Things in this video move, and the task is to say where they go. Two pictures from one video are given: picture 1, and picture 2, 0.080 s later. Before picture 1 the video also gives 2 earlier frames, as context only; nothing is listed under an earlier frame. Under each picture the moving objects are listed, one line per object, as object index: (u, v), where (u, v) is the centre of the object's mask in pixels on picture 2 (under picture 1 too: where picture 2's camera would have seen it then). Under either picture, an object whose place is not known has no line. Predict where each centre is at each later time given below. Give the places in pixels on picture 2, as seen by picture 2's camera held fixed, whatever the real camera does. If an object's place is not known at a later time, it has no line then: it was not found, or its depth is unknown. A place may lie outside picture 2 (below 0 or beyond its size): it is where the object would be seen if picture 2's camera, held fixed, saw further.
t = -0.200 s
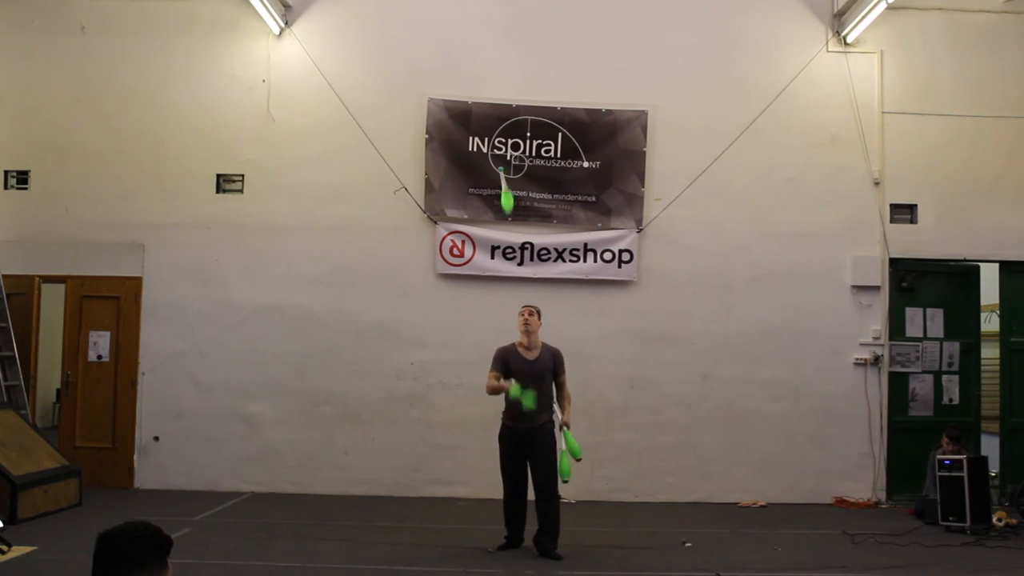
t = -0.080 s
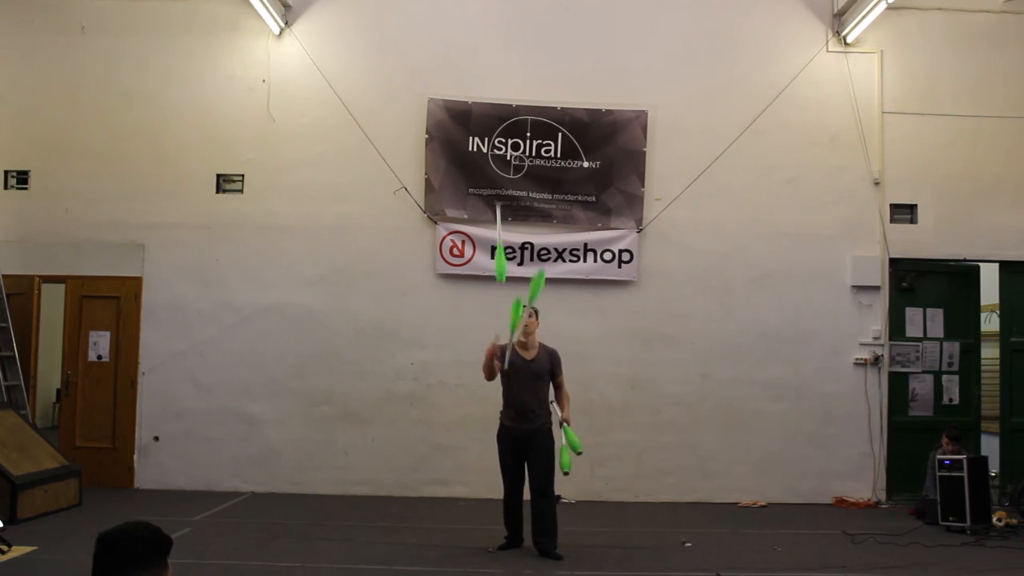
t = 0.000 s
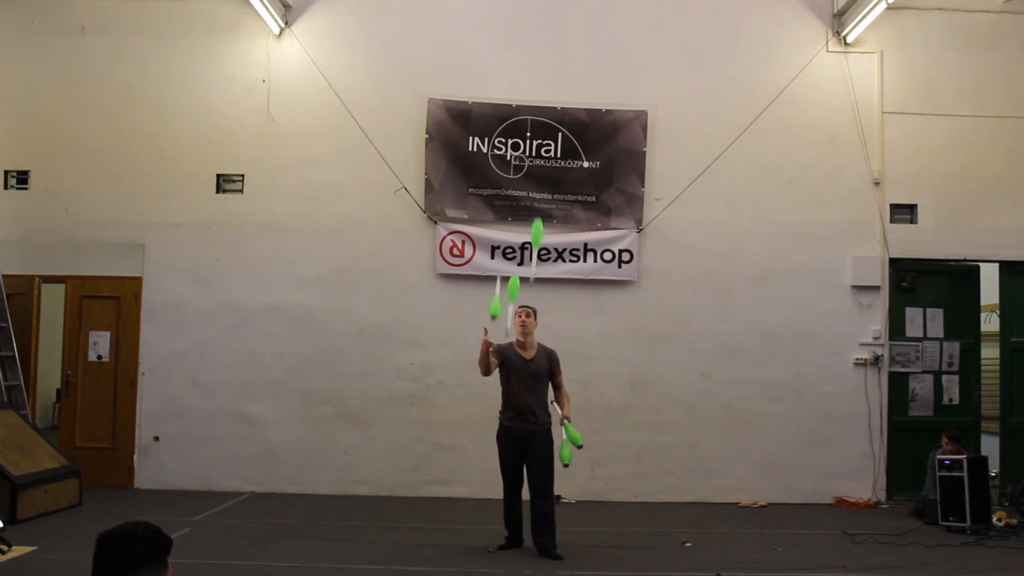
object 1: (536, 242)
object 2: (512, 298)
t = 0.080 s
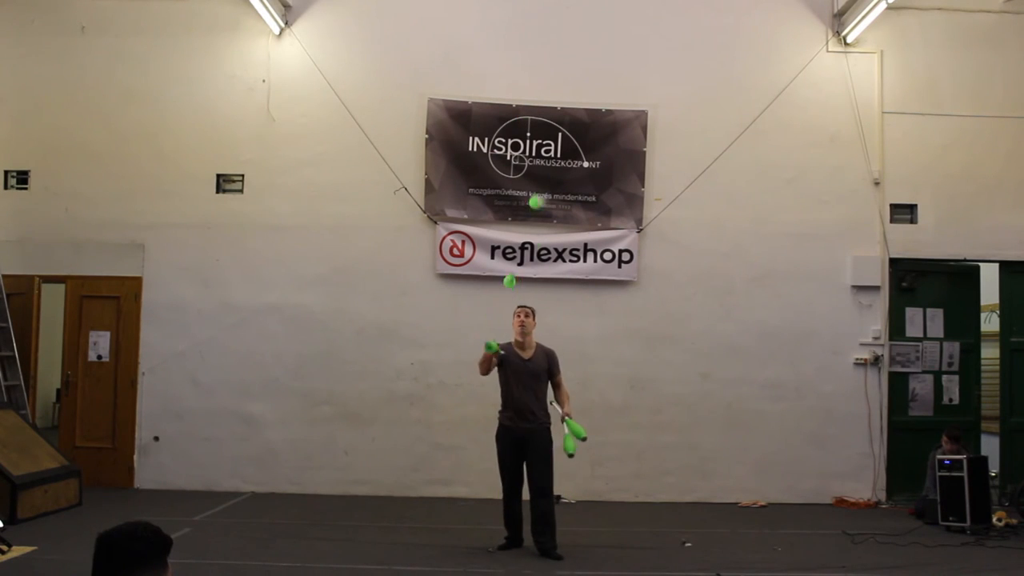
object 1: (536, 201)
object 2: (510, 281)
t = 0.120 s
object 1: (540, 184)
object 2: (509, 275)
